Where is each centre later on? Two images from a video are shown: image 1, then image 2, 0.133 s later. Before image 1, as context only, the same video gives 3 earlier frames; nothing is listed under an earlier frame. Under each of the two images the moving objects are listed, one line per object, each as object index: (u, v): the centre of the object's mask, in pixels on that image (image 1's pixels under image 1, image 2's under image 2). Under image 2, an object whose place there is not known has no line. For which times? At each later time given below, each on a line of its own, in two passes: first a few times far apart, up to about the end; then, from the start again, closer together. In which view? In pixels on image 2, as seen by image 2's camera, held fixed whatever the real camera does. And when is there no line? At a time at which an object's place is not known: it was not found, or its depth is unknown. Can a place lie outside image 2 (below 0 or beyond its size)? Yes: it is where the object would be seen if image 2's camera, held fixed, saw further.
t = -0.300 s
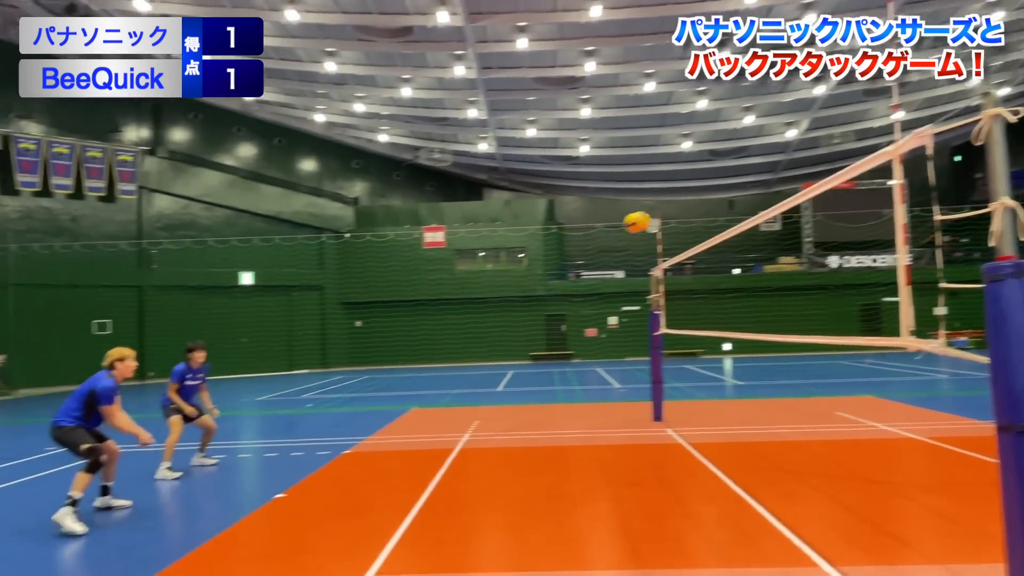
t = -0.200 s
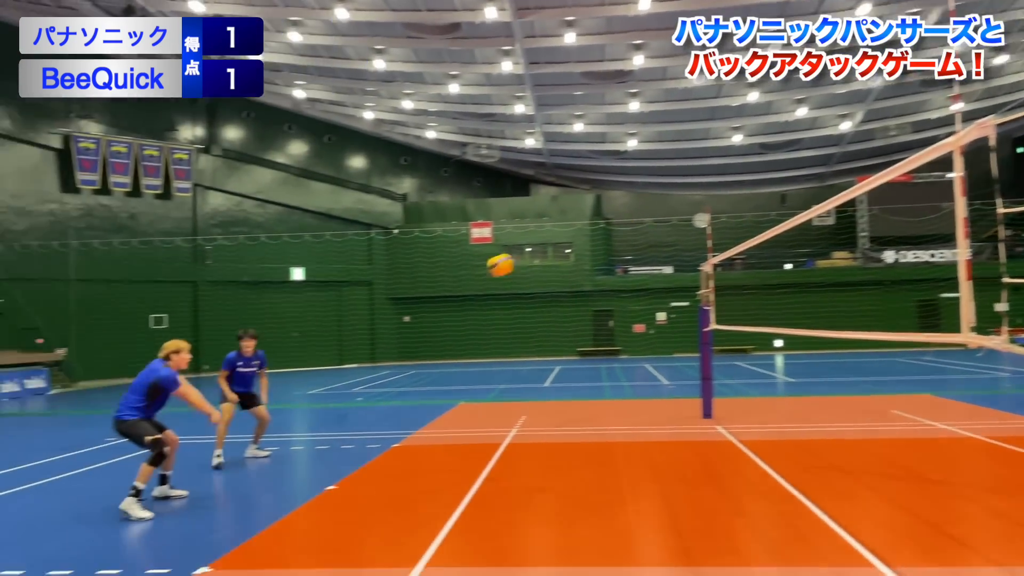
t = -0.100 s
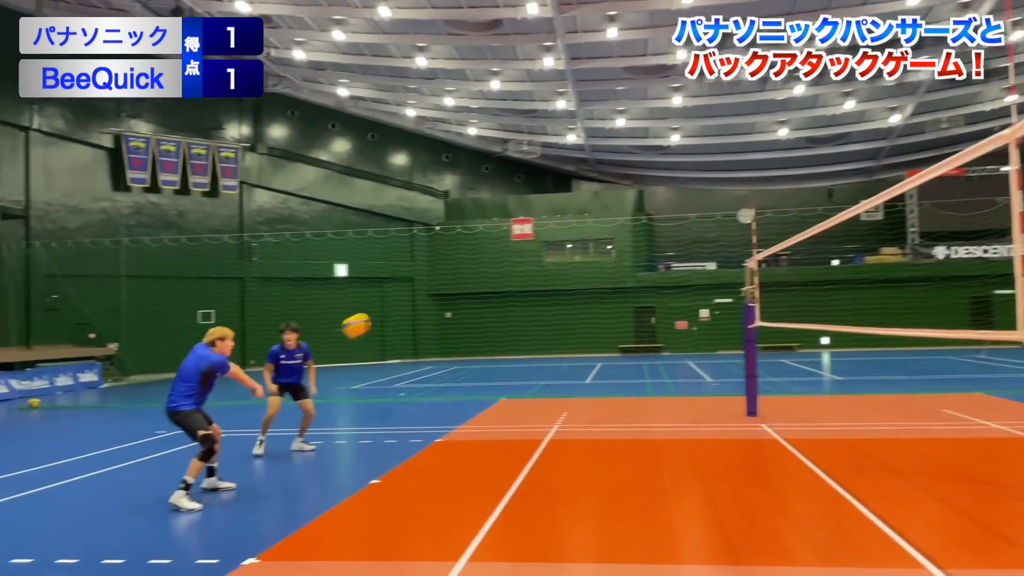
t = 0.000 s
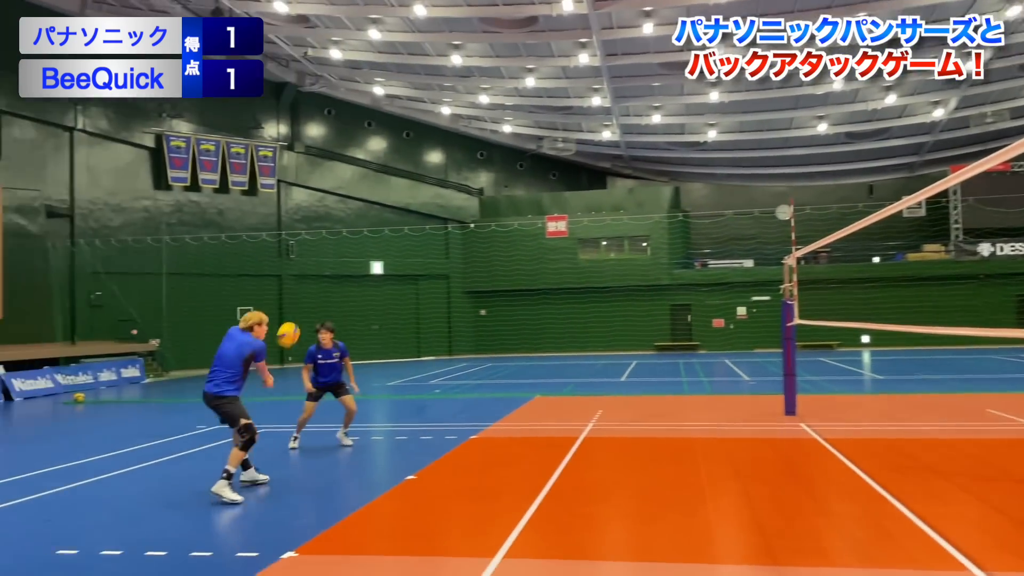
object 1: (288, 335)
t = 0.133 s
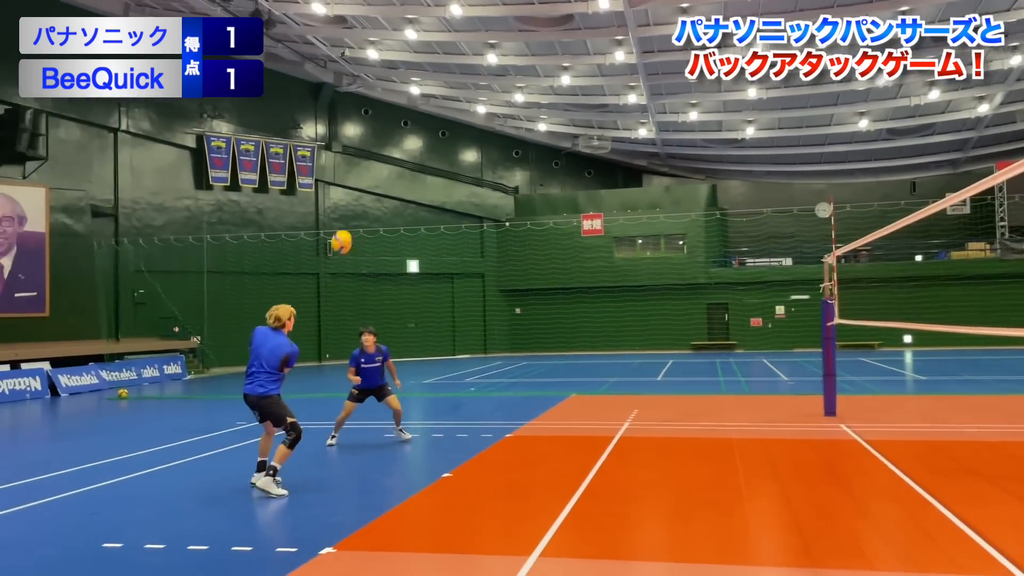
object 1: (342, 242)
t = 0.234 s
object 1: (352, 186)
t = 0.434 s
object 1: (368, 108)
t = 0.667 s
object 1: (389, 66)
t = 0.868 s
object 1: (408, 67)
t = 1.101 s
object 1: (429, 111)
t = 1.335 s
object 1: (450, 192)
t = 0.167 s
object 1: (345, 222)
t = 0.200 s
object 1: (349, 204)
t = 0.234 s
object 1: (352, 186)
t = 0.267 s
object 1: (354, 170)
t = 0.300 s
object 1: (357, 156)
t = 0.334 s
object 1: (360, 143)
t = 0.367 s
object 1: (363, 130)
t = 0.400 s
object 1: (366, 119)
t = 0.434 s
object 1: (368, 108)
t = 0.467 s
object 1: (371, 100)
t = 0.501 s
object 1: (375, 91)
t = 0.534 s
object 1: (377, 84)
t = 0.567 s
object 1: (381, 77)
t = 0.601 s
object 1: (383, 73)
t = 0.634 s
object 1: (387, 69)
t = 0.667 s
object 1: (389, 66)
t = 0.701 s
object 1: (392, 64)
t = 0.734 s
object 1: (395, 63)
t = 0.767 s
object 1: (398, 63)
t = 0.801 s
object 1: (401, 63)
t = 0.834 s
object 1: (405, 65)
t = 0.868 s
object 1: (408, 67)
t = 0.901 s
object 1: (411, 70)
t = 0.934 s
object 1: (413, 75)
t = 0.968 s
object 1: (416, 81)
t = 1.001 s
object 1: (419, 87)
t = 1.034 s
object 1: (423, 96)
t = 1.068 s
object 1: (426, 103)
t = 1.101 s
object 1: (429, 111)
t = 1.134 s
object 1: (432, 121)
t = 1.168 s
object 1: (434, 131)
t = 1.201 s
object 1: (438, 142)
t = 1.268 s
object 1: (444, 166)
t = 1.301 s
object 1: (447, 178)
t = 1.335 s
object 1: (450, 192)
